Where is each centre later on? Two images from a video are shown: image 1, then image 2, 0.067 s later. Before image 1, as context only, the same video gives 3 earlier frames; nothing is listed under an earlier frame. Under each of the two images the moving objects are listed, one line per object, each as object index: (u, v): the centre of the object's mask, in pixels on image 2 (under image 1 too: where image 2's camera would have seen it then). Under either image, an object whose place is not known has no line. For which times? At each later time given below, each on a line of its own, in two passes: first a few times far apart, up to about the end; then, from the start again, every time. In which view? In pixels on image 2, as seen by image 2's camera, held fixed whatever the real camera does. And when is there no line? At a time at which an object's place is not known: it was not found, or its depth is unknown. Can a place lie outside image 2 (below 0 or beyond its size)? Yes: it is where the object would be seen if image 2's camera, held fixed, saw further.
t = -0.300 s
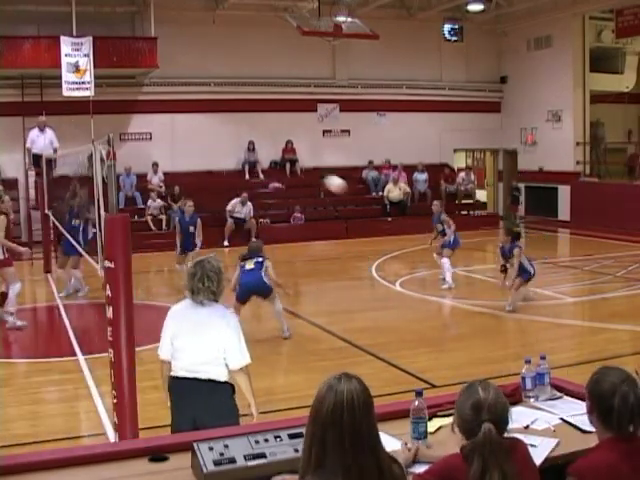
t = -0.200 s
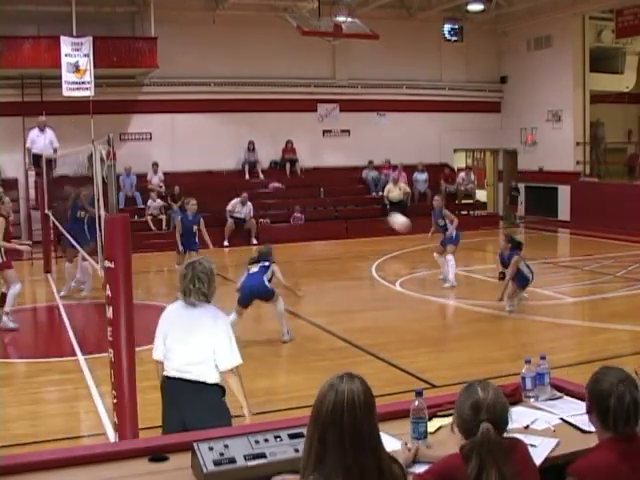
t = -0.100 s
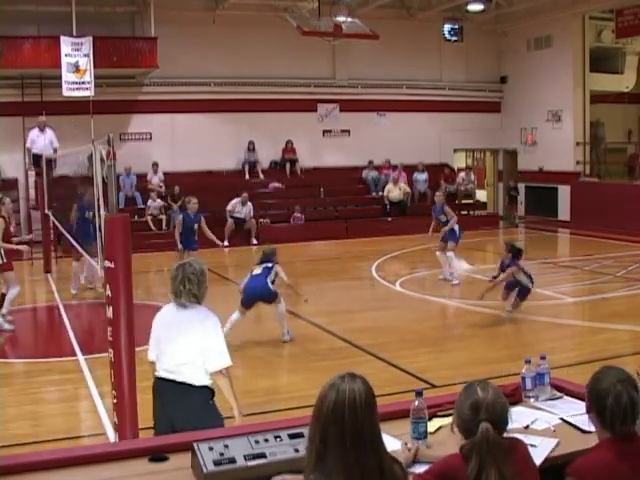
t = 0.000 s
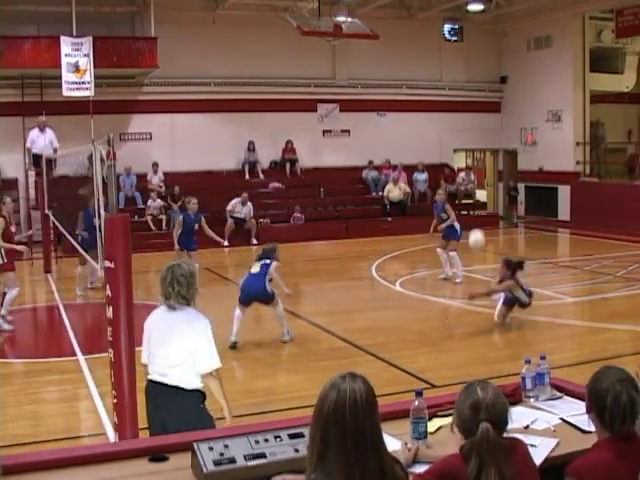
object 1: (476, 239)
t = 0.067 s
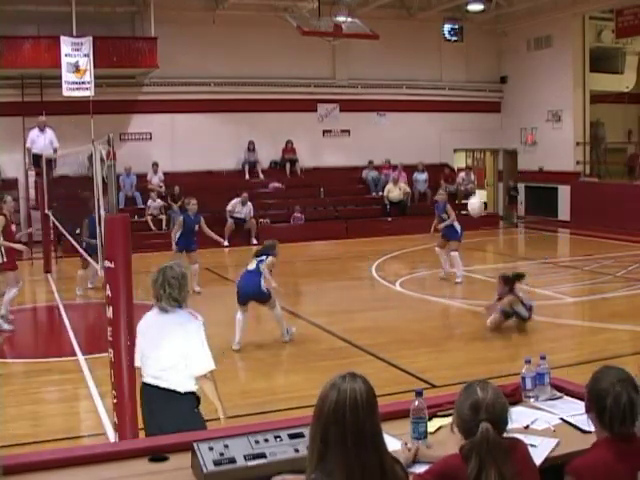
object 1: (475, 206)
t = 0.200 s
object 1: (474, 145)
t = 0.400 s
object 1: (473, 80)
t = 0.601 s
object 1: (474, 49)
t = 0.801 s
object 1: (475, 53)
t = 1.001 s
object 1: (478, 97)
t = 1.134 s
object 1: (479, 150)
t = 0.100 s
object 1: (475, 189)
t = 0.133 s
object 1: (474, 174)
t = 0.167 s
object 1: (475, 159)
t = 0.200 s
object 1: (474, 145)
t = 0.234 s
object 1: (473, 129)
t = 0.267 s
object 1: (473, 119)
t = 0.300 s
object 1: (473, 108)
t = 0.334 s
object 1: (473, 99)
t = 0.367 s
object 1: (474, 89)
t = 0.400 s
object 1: (473, 80)
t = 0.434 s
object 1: (473, 73)
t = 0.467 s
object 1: (473, 66)
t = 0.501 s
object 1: (474, 60)
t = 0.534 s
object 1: (474, 56)
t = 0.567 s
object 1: (474, 52)
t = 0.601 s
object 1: (474, 49)
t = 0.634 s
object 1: (474, 47)
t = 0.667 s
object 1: (474, 47)
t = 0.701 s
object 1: (474, 46)
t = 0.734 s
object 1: (474, 48)
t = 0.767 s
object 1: (475, 50)
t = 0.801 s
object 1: (475, 53)
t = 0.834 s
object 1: (476, 58)
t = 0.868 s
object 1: (476, 63)
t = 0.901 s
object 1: (476, 69)
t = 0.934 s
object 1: (477, 78)
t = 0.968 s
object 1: (477, 86)
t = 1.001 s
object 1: (478, 97)
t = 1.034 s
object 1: (478, 107)
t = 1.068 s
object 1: (479, 121)
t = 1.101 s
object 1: (479, 134)
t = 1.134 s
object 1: (479, 150)
